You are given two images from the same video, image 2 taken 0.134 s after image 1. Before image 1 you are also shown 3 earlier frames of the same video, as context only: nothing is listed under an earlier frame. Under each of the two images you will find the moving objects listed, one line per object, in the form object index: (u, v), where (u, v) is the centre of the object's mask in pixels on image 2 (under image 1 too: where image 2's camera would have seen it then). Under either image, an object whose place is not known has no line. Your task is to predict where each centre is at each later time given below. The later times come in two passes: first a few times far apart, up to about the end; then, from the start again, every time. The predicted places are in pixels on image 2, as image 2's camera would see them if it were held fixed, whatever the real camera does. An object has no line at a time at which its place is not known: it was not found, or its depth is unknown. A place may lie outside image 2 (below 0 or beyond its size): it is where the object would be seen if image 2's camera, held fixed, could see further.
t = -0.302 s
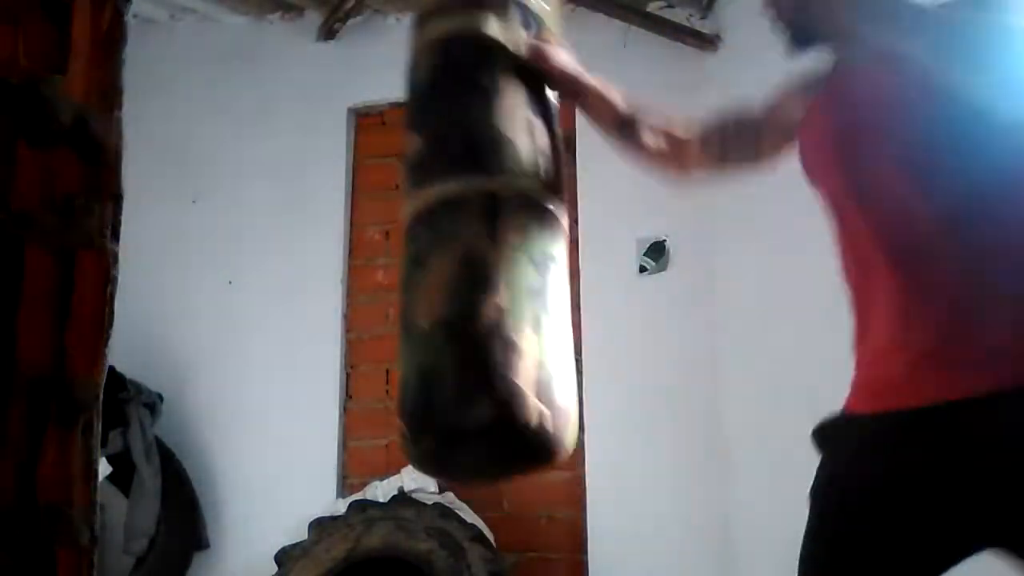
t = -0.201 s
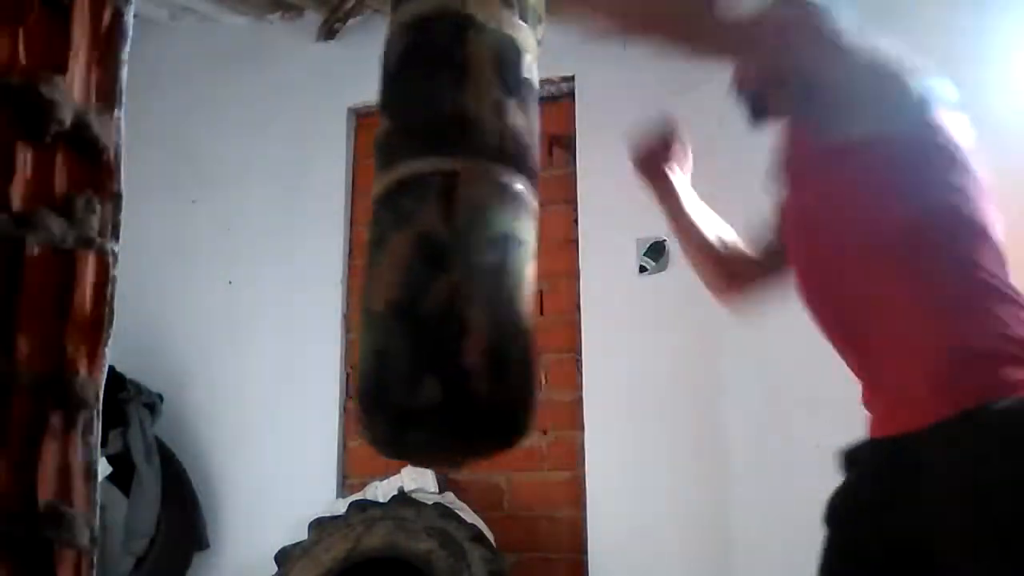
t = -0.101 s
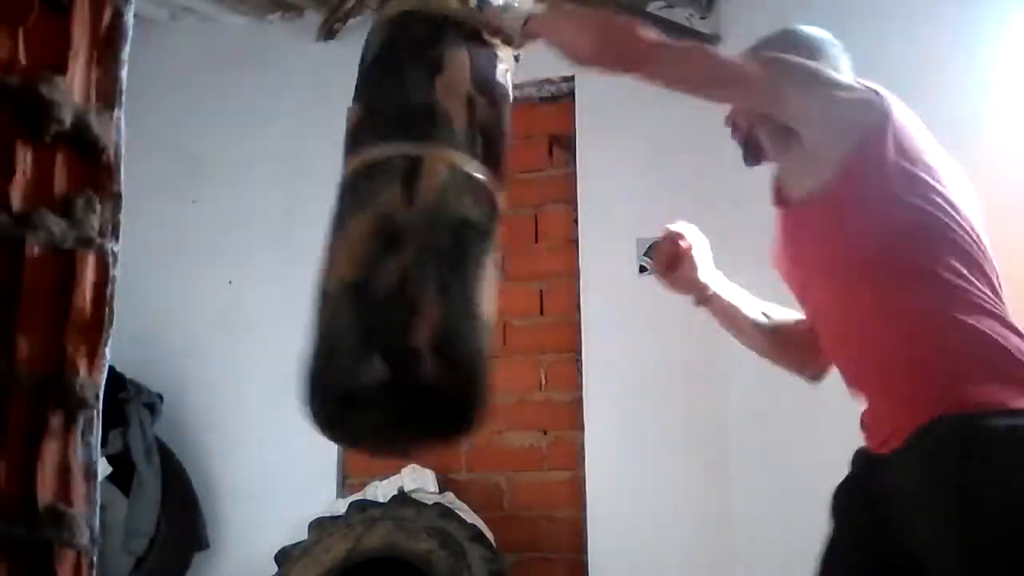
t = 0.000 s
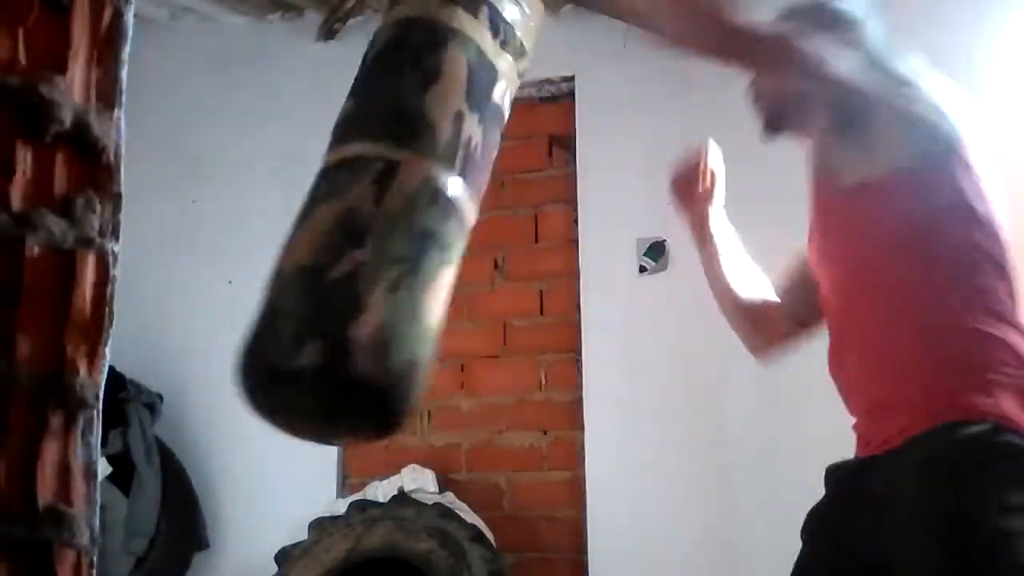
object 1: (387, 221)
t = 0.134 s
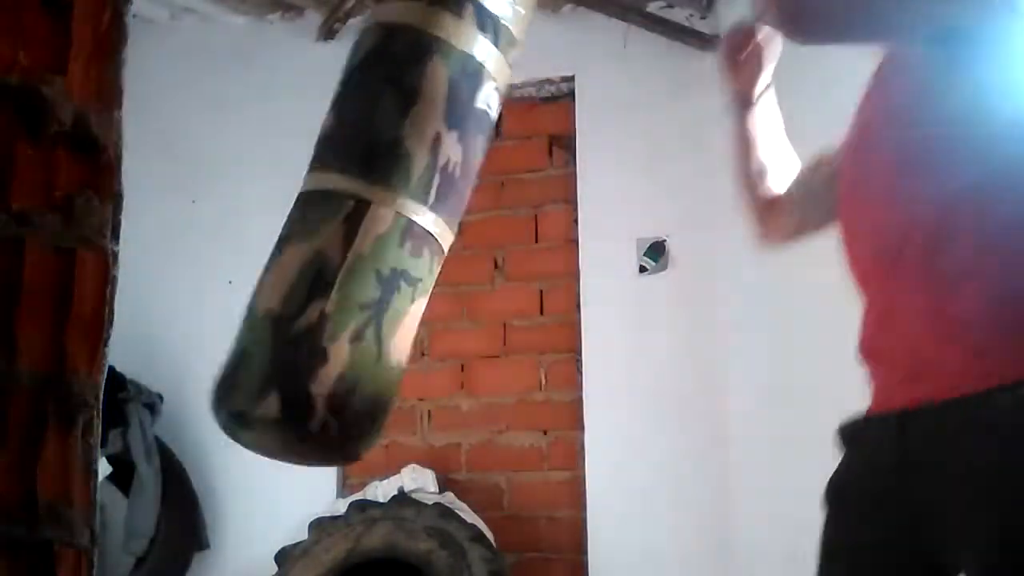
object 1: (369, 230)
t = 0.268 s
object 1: (384, 236)
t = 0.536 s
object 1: (478, 253)
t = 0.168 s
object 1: (370, 231)
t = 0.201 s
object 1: (373, 231)
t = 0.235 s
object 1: (377, 233)
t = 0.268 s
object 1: (384, 236)
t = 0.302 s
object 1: (392, 240)
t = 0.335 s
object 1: (402, 243)
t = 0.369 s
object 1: (414, 245)
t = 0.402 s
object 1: (427, 244)
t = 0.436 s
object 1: (441, 244)
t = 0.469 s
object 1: (454, 246)
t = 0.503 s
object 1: (465, 251)
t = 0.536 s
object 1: (478, 253)
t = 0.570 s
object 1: (490, 256)
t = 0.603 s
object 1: (504, 256)
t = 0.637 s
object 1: (519, 255)
